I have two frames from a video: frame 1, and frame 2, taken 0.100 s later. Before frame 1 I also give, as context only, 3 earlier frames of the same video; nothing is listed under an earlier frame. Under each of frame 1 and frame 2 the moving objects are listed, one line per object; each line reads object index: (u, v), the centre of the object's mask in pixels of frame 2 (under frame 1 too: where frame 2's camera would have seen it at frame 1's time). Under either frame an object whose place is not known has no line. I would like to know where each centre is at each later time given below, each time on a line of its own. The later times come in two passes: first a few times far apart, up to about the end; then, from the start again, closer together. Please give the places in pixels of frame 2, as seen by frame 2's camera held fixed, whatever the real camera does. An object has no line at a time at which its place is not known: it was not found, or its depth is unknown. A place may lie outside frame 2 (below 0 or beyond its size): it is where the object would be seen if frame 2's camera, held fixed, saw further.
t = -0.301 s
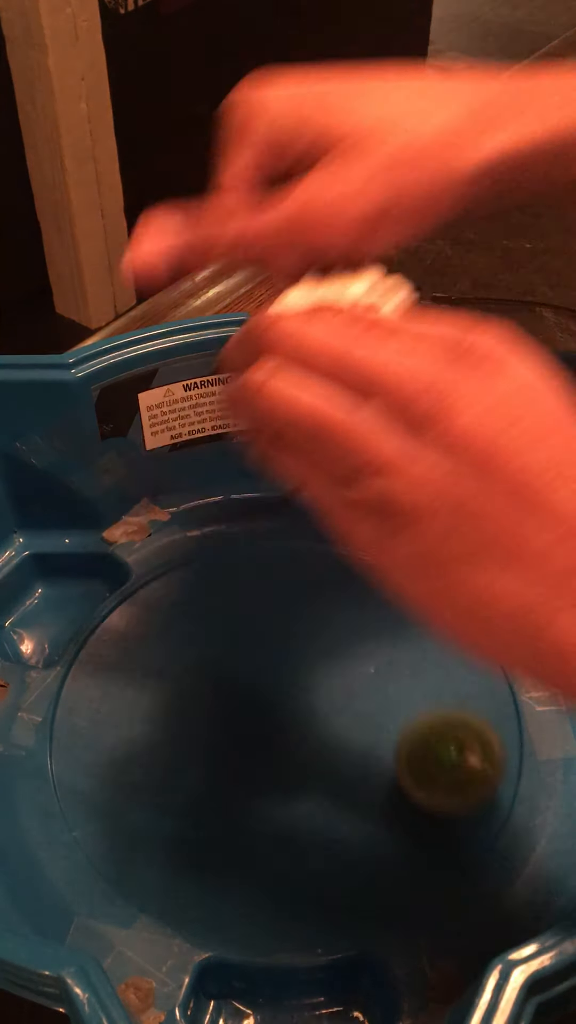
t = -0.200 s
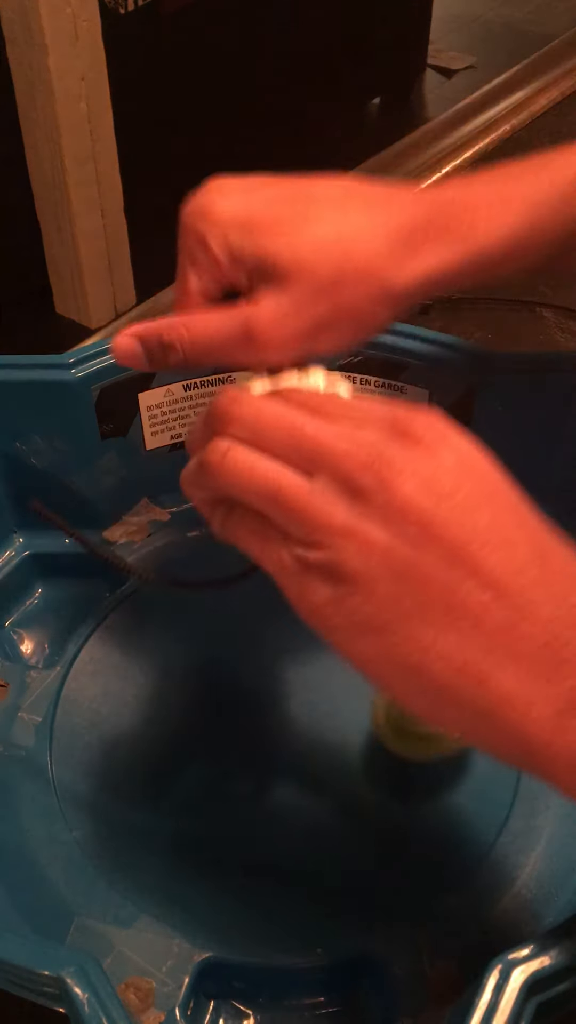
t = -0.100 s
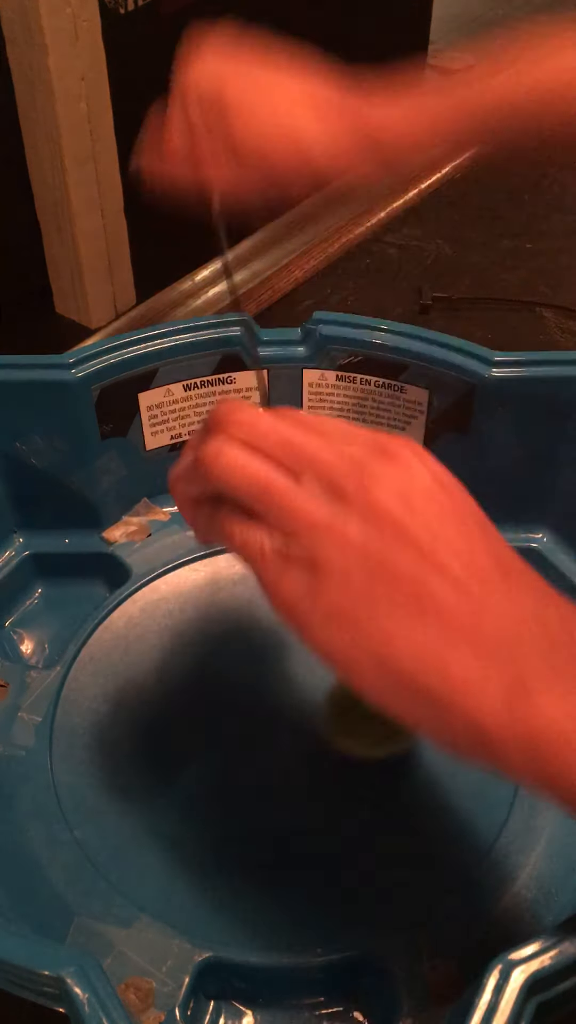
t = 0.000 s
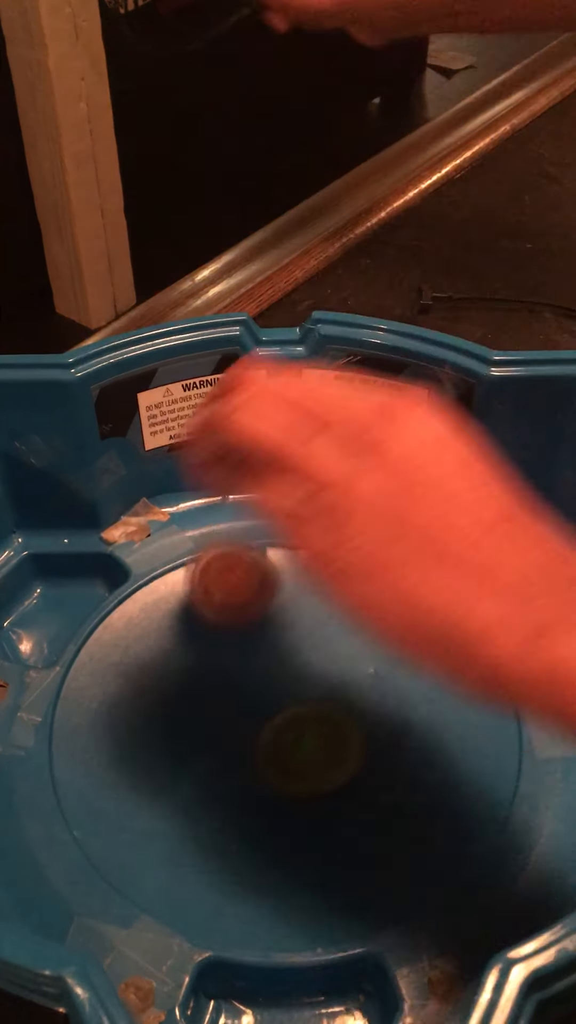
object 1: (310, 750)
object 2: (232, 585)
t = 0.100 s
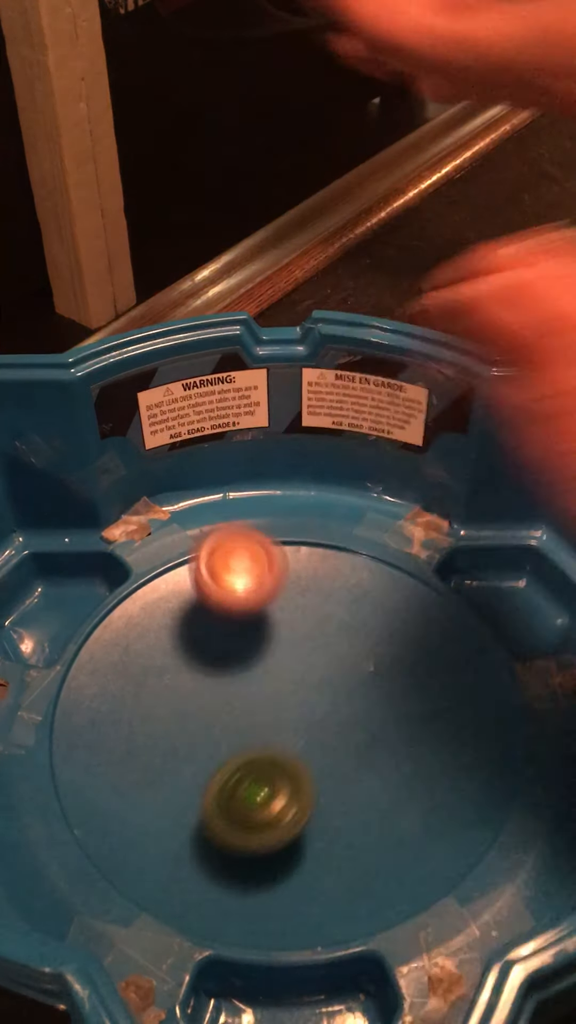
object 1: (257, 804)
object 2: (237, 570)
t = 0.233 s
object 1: (235, 862)
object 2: (270, 608)
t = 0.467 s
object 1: (363, 891)
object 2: (343, 616)
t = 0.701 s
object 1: (431, 666)
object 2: (311, 588)
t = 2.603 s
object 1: (249, 524)
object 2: (43, 595)
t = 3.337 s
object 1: (385, 632)
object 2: (44, 608)
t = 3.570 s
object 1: (336, 622)
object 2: (47, 609)
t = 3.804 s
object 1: (371, 736)
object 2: (41, 610)
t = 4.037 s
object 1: (475, 710)
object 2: (42, 600)
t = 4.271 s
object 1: (311, 681)
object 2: (42, 600)
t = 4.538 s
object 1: (234, 866)
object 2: (42, 600)
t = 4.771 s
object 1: (410, 835)
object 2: (42, 600)
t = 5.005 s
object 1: (294, 677)
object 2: (42, 600)
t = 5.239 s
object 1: (84, 688)
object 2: (42, 600)
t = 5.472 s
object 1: (156, 832)
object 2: (42, 600)
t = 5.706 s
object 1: (320, 715)
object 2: (42, 600)
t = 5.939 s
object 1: (267, 565)
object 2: (42, 600)
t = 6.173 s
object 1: (137, 622)
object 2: (42, 600)
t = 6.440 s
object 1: (286, 761)
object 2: (42, 600)
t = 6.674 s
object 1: (465, 690)
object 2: (42, 600)
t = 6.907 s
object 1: (393, 571)
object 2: (42, 600)
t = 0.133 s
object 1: (246, 818)
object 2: (241, 593)
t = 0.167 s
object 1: (238, 833)
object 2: (249, 593)
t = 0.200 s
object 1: (234, 848)
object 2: (260, 595)
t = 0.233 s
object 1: (235, 862)
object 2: (270, 608)
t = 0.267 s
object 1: (239, 876)
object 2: (282, 609)
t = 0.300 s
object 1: (250, 887)
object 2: (295, 615)
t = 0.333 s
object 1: (263, 896)
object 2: (307, 618)
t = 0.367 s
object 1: (282, 901)
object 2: (319, 619)
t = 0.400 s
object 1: (305, 902)
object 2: (329, 620)
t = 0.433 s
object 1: (331, 900)
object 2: (337, 618)
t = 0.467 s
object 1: (363, 891)
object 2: (343, 616)
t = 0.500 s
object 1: (395, 879)
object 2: (346, 613)
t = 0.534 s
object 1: (428, 858)
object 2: (348, 610)
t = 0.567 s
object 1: (454, 826)
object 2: (346, 605)
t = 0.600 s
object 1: (469, 789)
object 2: (341, 600)
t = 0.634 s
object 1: (469, 746)
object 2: (333, 595)
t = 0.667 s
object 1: (455, 702)
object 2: (324, 591)
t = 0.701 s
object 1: (431, 666)
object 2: (311, 588)
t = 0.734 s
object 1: (399, 637)
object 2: (294, 586)
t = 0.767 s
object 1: (373, 618)
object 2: (264, 579)
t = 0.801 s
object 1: (382, 627)
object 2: (193, 550)
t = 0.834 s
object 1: (385, 638)
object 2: (135, 546)
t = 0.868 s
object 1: (380, 650)
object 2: (88, 563)
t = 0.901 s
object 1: (365, 660)
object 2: (48, 594)
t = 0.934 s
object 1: (343, 670)
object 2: (29, 605)
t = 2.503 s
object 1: (364, 575)
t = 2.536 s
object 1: (328, 549)
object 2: (47, 594)
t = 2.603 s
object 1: (249, 524)
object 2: (43, 595)
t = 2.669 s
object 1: (165, 564)
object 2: (42, 599)
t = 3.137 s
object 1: (473, 739)
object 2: (82, 565)
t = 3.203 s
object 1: (435, 699)
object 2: (44, 601)
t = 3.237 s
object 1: (422, 680)
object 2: (45, 613)
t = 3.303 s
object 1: (394, 645)
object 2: (41, 611)
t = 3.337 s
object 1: (385, 632)
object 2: (44, 608)
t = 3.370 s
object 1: (377, 621)
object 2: (48, 613)
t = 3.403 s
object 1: (371, 612)
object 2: (48, 611)
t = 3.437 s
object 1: (367, 606)
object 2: (43, 601)
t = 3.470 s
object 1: (362, 604)
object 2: (45, 601)
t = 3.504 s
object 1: (354, 605)
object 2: (53, 610)
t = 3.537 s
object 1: (344, 612)
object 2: (52, 611)
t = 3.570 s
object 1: (336, 622)
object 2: (47, 609)
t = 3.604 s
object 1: (330, 638)
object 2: (46, 604)
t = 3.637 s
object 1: (327, 655)
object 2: (47, 608)
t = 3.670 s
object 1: (329, 675)
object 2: (46, 610)
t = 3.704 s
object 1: (334, 693)
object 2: (46, 611)
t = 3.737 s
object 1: (343, 709)
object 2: (43, 613)
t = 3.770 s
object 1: (356, 724)
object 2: (43, 612)
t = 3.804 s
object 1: (371, 736)
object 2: (41, 610)
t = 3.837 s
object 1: (389, 745)
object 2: (40, 610)
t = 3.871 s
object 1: (409, 751)
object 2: (40, 609)
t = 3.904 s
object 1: (429, 751)
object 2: (40, 607)
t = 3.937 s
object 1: (447, 748)
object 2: (40, 605)
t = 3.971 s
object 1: (463, 740)
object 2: (41, 603)
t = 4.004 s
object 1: (472, 727)
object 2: (42, 601)
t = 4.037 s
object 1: (475, 710)
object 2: (42, 600)
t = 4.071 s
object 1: (468, 691)
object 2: (42, 600)
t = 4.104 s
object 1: (450, 676)
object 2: (42, 600)
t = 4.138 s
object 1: (427, 665)
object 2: (42, 600)
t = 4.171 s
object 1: (399, 662)
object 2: (42, 600)
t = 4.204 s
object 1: (370, 662)
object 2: (42, 600)
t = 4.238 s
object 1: (340, 669)
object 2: (42, 600)
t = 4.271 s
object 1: (311, 681)
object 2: (42, 600)
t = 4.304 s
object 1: (284, 697)
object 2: (42, 600)
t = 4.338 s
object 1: (262, 717)
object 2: (42, 600)
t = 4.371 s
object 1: (244, 740)
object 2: (42, 600)
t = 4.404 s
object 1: (231, 764)
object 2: (42, 600)
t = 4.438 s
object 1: (223, 790)
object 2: (42, 600)
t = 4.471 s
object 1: (221, 817)
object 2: (42, 600)
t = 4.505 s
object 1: (224, 841)
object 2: (42, 600)
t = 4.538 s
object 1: (234, 866)
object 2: (42, 600)
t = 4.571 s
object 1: (253, 885)
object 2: (42, 600)
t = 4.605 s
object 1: (276, 898)
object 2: (42, 600)
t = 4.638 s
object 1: (307, 902)
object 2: (42, 600)
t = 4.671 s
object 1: (340, 897)
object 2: (42, 600)
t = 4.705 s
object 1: (371, 883)
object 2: (42, 600)
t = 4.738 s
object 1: (395, 862)
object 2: (42, 600)
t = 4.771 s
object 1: (410, 835)
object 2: (42, 600)
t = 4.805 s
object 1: (414, 808)
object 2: (42, 600)
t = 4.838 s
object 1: (409, 780)
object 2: (42, 600)
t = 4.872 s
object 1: (394, 754)
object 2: (42, 600)
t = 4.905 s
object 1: (375, 730)
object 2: (42, 600)
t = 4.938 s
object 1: (351, 709)
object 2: (42, 600)
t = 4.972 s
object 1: (324, 691)
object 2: (42, 600)
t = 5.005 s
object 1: (294, 677)
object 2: (42, 600)
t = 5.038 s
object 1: (264, 668)
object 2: (42, 600)
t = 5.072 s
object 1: (233, 662)
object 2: (42, 600)
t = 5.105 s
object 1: (202, 659)
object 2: (42, 600)
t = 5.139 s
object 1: (171, 660)
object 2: (42, 600)
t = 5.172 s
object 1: (139, 666)
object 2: (42, 600)
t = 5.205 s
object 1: (111, 675)
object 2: (42, 600)
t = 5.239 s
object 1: (84, 688)
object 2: (42, 600)
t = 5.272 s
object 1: (64, 707)
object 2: (42, 600)
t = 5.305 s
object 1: (61, 731)
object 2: (42, 600)
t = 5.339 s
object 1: (70, 758)
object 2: (42, 600)
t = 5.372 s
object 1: (83, 782)
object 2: (42, 600)
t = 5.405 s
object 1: (101, 803)
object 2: (42, 600)
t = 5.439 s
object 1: (125, 821)
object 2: (42, 600)
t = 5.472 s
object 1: (156, 832)
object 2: (42, 600)
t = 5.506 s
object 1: (189, 830)
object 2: (42, 600)
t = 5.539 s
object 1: (220, 821)
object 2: (42, 600)
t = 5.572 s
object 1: (248, 807)
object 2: (42, 600)
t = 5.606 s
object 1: (271, 791)
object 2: (42, 600)
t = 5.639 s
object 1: (293, 767)
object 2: (42, 600)
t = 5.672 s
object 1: (309, 741)
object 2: (42, 600)
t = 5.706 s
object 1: (320, 715)
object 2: (42, 600)
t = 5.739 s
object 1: (324, 691)
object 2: (42, 600)
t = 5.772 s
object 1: (324, 665)
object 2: (42, 600)
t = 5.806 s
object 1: (320, 641)
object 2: (42, 600)
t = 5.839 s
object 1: (311, 618)
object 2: (42, 600)
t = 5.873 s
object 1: (300, 596)
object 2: (42, 600)
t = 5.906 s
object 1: (286, 579)
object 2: (42, 600)
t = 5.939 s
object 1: (267, 565)
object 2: (42, 600)
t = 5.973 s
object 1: (246, 555)
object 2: (42, 600)
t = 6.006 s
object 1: (223, 551)
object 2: (42, 599)
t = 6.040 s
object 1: (198, 554)
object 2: (42, 600)
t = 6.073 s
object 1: (173, 564)
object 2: (42, 600)
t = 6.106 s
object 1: (156, 580)
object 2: (42, 600)
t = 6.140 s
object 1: (143, 601)
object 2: (42, 600)
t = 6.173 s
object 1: (137, 622)
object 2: (42, 600)
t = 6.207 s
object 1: (137, 647)
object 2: (42, 600)
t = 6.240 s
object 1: (146, 673)
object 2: (42, 600)
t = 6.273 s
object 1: (158, 694)
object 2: (42, 600)
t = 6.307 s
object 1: (176, 713)
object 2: (42, 600)
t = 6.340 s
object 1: (200, 733)
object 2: (42, 600)
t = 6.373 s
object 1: (226, 745)
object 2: (42, 600)
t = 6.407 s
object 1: (256, 754)
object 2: (42, 600)
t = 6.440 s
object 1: (286, 761)
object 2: (42, 600)
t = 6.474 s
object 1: (321, 761)
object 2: (42, 600)
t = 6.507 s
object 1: (351, 757)
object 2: (42, 600)
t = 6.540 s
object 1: (378, 751)
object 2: (42, 600)
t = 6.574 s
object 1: (408, 740)
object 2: (42, 600)
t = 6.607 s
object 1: (431, 725)
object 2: (42, 600)
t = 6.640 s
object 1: (449, 710)
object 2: (42, 600)
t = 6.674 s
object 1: (465, 690)
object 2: (42, 600)
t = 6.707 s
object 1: (473, 667)
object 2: (42, 600)
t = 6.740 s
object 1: (474, 645)
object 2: (42, 600)
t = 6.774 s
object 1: (470, 625)
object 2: (42, 600)
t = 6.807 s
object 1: (458, 603)
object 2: (42, 600)
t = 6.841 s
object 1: (438, 586)
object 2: (42, 600)
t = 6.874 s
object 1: (416, 576)
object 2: (42, 600)
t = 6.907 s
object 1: (393, 571)
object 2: (42, 600)
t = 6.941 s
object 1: (365, 571)
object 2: (42, 600)
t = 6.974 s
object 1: (339, 577)
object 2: (42, 600)
